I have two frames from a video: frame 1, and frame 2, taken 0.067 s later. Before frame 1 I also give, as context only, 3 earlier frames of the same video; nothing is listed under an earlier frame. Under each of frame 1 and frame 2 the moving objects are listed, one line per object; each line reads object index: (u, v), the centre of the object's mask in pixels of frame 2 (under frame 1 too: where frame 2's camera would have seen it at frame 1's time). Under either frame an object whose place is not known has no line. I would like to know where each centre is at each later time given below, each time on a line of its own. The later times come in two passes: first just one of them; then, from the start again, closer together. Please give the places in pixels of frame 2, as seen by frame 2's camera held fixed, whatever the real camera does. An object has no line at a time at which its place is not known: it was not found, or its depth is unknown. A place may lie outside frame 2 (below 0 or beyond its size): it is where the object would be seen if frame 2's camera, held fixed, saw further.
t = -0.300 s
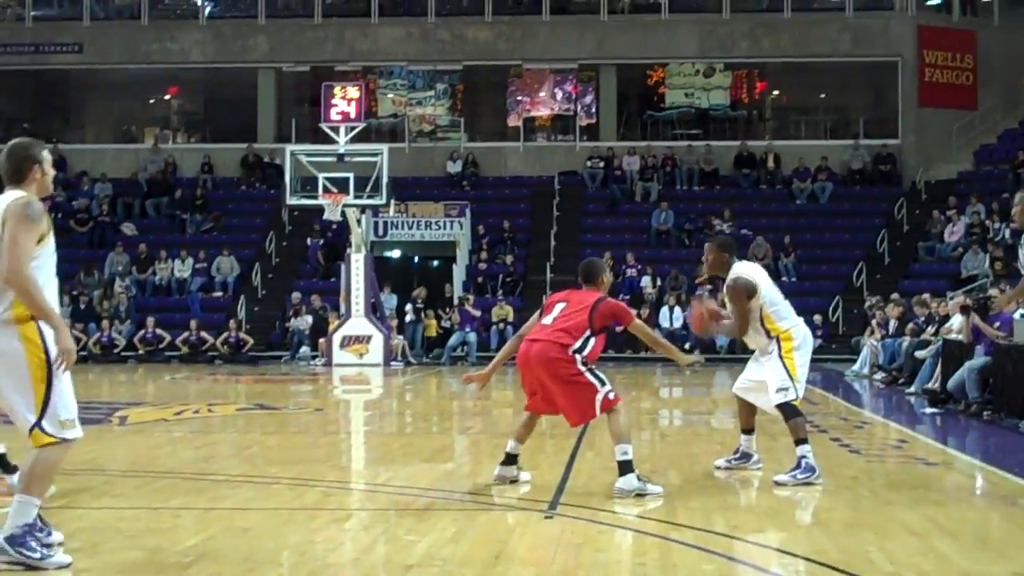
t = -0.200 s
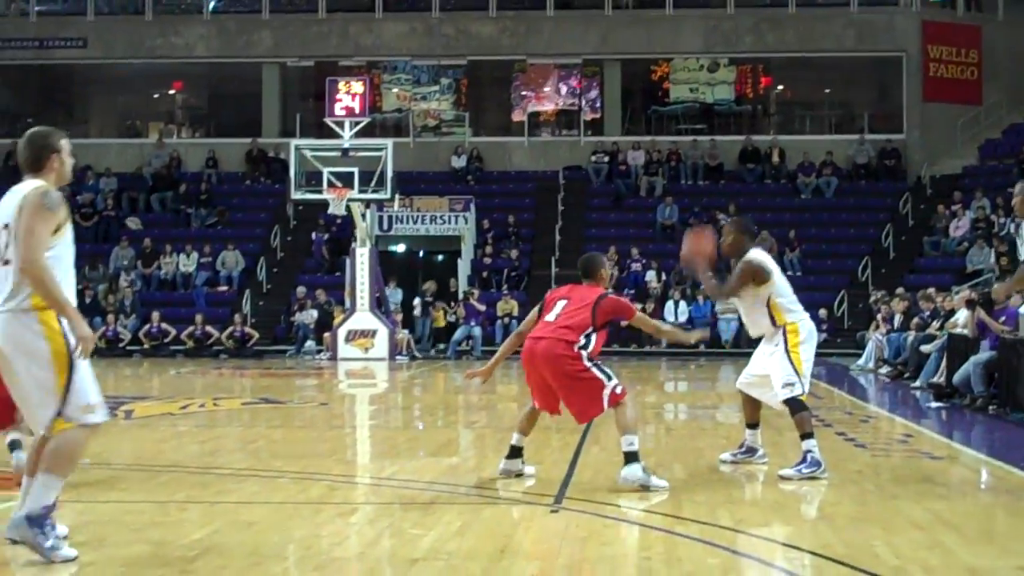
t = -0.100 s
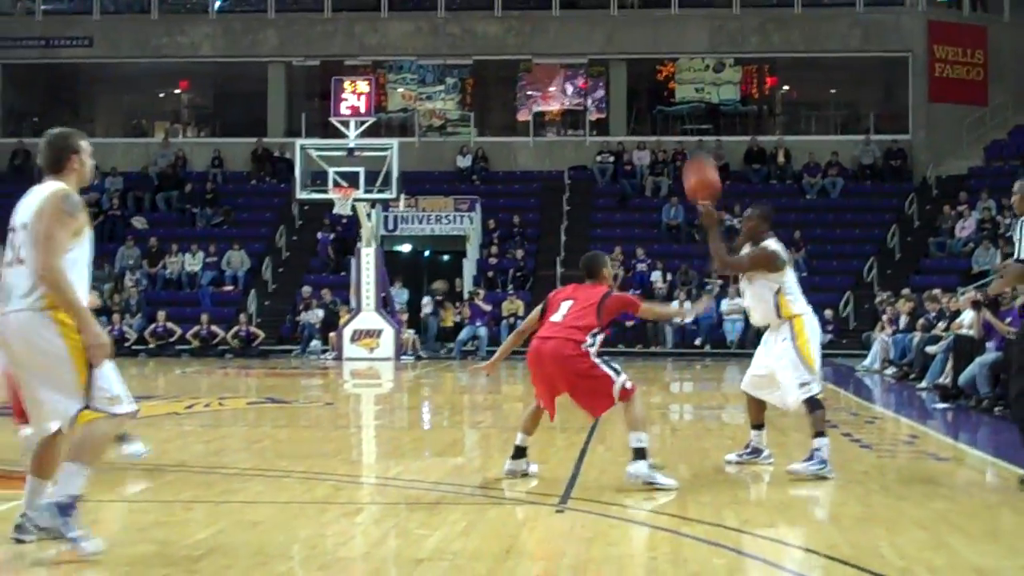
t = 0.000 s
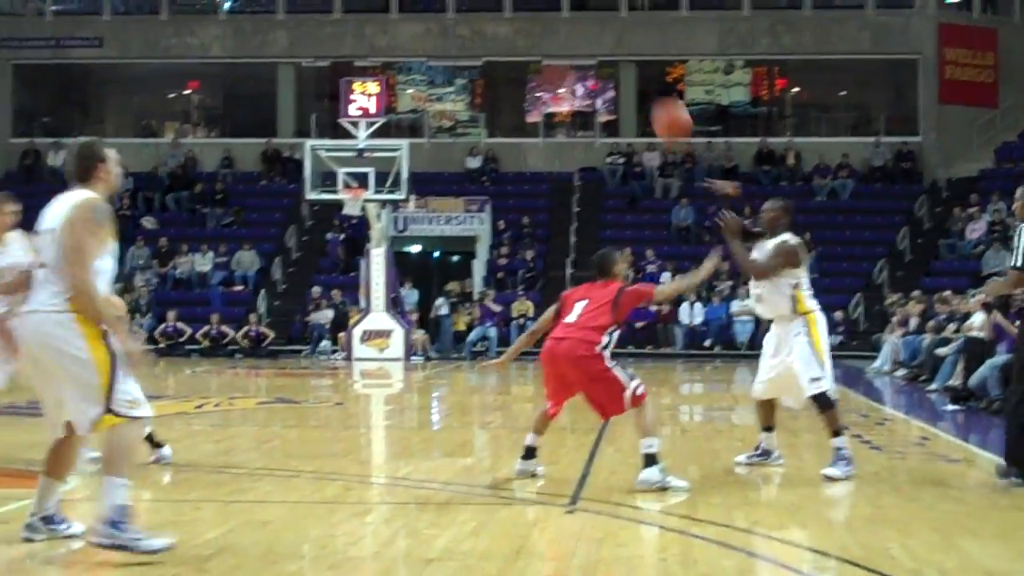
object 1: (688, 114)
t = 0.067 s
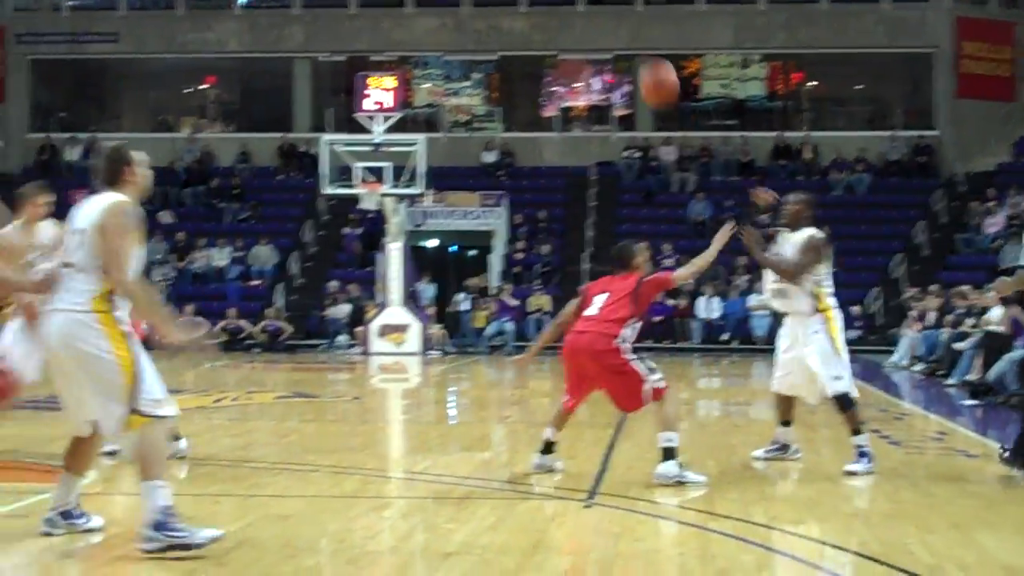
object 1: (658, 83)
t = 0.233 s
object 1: (577, 22)
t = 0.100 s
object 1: (645, 68)
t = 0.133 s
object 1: (627, 54)
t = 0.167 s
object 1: (611, 43)
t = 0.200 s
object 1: (596, 31)
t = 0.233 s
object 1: (577, 22)
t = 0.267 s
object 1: (559, 15)
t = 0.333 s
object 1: (521, 6)
